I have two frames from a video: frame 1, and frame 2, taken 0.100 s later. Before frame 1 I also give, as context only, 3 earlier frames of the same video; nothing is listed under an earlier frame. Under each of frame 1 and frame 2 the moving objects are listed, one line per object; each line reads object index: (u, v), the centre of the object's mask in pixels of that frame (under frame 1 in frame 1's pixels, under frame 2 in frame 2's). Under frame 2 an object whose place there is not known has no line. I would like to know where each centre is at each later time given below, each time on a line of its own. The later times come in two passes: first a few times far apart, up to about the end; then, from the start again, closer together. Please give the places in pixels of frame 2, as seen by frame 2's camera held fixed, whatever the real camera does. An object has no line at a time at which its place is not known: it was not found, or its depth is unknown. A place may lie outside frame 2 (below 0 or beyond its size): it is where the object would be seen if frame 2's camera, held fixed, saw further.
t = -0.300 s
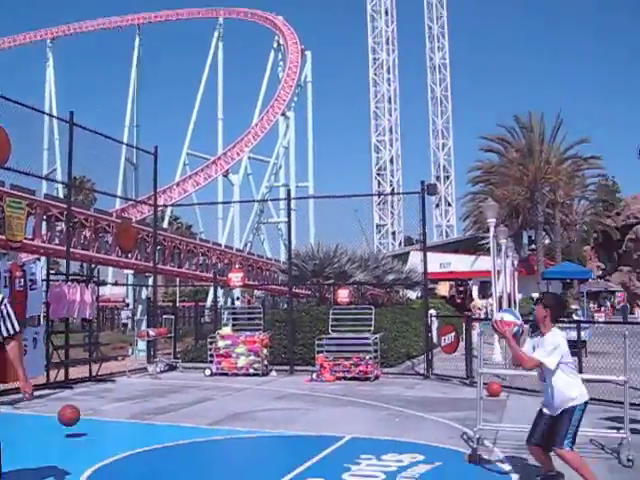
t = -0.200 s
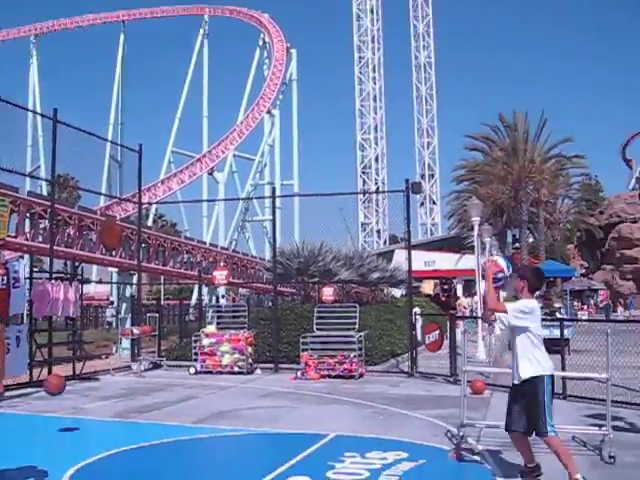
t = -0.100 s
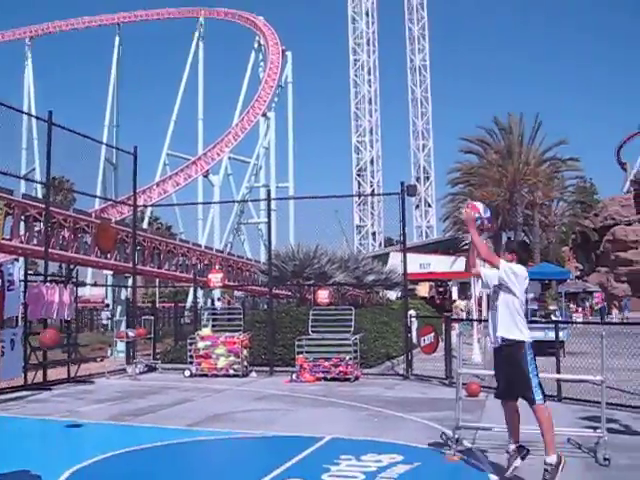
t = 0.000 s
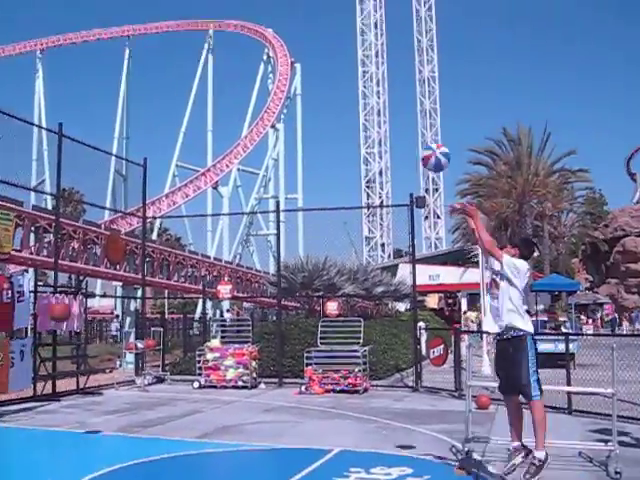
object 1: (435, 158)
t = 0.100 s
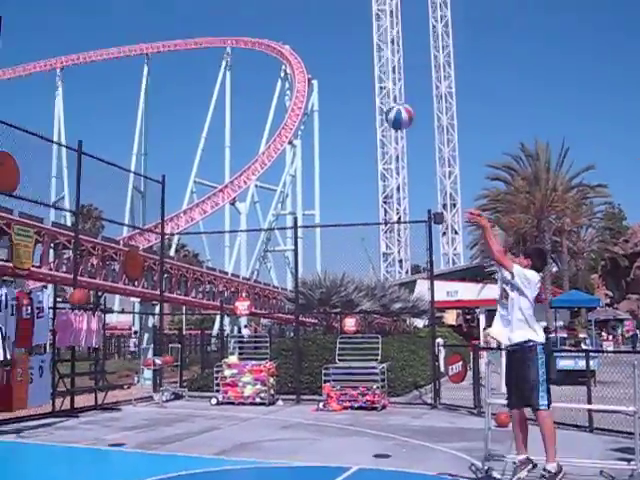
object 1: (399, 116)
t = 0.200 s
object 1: (350, 74)
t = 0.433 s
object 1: (248, 22)
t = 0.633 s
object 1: (173, 21)
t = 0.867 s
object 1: (94, 66)
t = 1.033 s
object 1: (38, 122)
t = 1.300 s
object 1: (-51, 254)
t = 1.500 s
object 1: (-109, 382)
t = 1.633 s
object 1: (-134, 414)
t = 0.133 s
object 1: (382, 101)
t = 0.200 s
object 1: (350, 74)
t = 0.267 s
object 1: (318, 52)
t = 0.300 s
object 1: (304, 43)
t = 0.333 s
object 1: (290, 36)
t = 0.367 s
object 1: (275, 30)
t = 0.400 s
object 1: (262, 25)
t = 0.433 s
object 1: (248, 22)
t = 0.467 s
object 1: (236, 18)
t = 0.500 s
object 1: (222, 18)
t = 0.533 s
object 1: (209, 17)
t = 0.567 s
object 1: (197, 18)
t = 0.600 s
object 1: (185, 19)
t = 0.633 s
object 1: (173, 21)
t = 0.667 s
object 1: (161, 24)
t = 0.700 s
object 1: (150, 29)
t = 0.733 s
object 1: (138, 35)
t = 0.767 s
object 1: (126, 41)
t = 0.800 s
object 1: (115, 48)
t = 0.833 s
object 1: (105, 56)
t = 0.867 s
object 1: (94, 66)
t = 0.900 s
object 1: (82, 75)
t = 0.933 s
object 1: (71, 85)
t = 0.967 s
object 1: (60, 97)
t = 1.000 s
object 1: (50, 110)
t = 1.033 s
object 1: (38, 122)
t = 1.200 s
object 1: (-17, 198)
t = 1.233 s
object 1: (-28, 216)
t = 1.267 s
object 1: (-36, 234)
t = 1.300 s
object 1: (-51, 254)
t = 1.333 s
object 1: (-59, 272)
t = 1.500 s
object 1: (-109, 382)
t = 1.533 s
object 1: (-117, 407)
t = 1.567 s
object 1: (-127, 433)
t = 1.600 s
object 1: (-133, 437)
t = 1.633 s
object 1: (-134, 414)
